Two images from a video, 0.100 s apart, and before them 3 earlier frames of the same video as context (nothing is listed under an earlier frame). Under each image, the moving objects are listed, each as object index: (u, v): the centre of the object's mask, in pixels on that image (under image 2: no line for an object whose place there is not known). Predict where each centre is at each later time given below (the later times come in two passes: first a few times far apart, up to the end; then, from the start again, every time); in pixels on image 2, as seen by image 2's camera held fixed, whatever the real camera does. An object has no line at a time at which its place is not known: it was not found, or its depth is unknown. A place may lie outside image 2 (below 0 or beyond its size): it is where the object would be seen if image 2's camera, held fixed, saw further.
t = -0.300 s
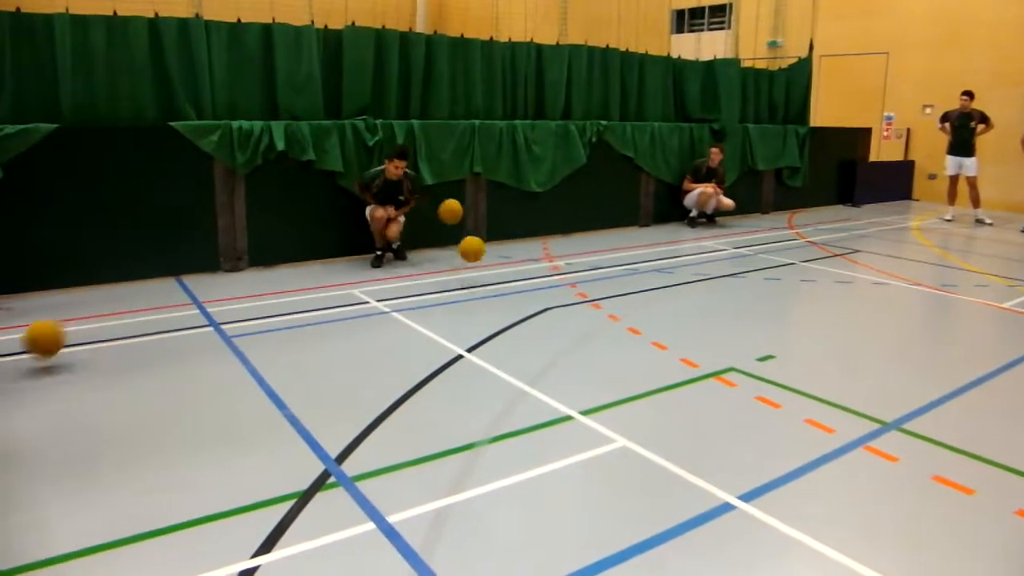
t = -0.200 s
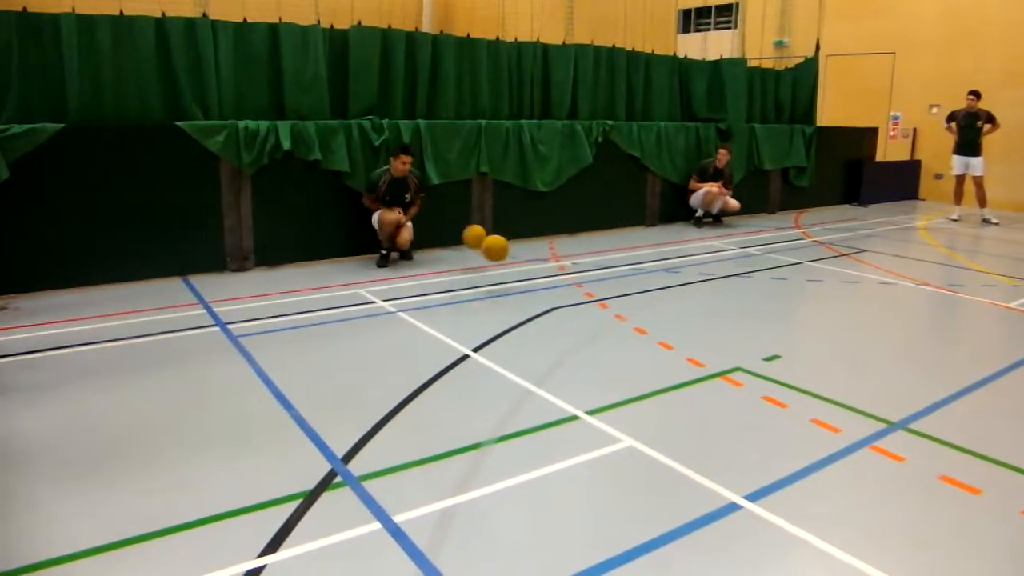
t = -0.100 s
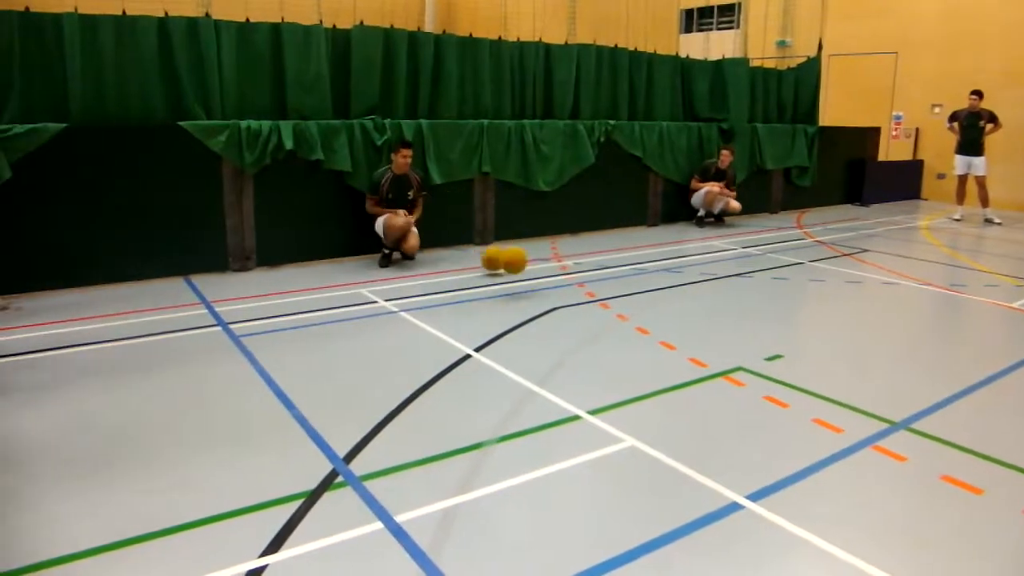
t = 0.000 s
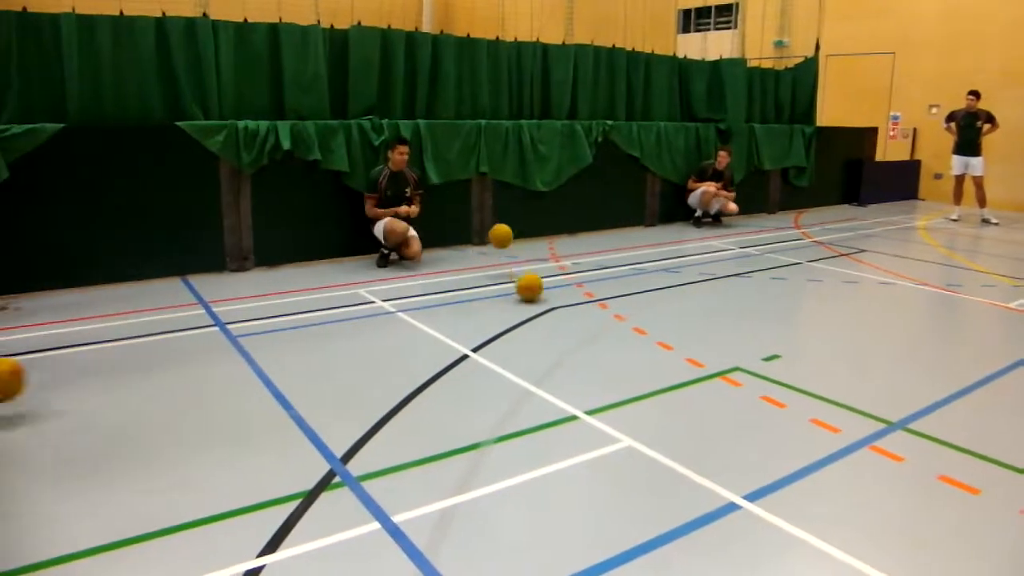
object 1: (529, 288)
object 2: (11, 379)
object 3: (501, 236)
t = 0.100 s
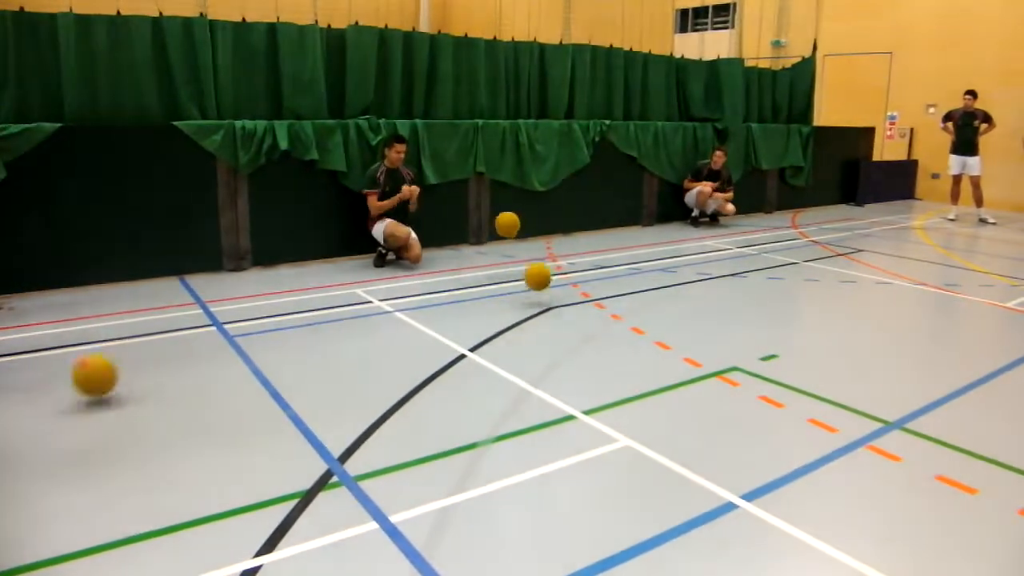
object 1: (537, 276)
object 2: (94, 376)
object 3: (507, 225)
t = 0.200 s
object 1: (549, 270)
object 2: (166, 353)
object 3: (516, 224)
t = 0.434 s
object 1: (572, 298)
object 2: (305, 343)
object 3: (537, 267)
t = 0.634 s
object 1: (594, 296)
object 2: (388, 341)
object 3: (554, 237)
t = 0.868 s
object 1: (620, 306)
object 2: (476, 325)
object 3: (575, 260)
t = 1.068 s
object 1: (643, 318)
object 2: (543, 315)
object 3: (594, 250)
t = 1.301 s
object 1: (673, 332)
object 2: (611, 308)
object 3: (617, 270)
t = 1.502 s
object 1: (698, 344)
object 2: (664, 302)
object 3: (637, 258)
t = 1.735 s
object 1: (732, 354)
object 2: (720, 297)
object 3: (660, 264)
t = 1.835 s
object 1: (746, 359)
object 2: (743, 295)
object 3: (669, 267)
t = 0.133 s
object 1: (541, 272)
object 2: (119, 366)
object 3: (510, 223)
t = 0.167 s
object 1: (545, 271)
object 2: (143, 358)
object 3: (513, 223)
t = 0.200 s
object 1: (549, 270)
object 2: (166, 353)
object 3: (516, 224)
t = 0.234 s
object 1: (552, 271)
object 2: (188, 350)
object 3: (518, 226)
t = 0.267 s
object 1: (556, 274)
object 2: (209, 349)
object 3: (522, 230)
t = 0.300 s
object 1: (559, 279)
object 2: (231, 349)
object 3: (525, 235)
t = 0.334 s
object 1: (562, 284)
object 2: (254, 352)
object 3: (528, 242)
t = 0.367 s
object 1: (565, 292)
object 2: (275, 357)
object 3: (531, 249)
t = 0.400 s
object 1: (569, 300)
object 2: (290, 350)
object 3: (534, 259)
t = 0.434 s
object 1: (572, 298)
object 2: (305, 343)
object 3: (537, 267)
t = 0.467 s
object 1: (576, 294)
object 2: (318, 337)
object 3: (540, 259)
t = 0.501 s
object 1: (580, 292)
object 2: (332, 334)
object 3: (543, 253)
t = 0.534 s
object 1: (583, 291)
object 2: (346, 332)
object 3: (546, 247)
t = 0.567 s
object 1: (587, 291)
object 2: (361, 333)
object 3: (549, 243)
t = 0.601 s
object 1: (590, 293)
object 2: (375, 336)
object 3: (552, 239)
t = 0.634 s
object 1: (594, 296)
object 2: (388, 341)
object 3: (554, 237)
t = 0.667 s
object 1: (596, 301)
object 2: (401, 335)
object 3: (557, 237)
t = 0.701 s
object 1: (600, 309)
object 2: (414, 329)
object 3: (560, 238)
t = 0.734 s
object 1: (604, 311)
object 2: (427, 325)
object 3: (563, 240)
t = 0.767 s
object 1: (609, 308)
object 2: (440, 324)
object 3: (566, 243)
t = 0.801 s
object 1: (613, 306)
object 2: (453, 325)
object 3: (569, 247)
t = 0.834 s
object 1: (616, 305)
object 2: (465, 328)
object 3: (571, 254)
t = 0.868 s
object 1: (620, 306)
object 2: (476, 325)
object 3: (575, 260)
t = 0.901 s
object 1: (624, 310)
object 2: (488, 321)
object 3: (578, 269)
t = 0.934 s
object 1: (627, 316)
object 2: (499, 317)
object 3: (581, 263)
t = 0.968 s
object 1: (631, 321)
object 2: (511, 316)
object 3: (584, 258)
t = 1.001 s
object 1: (635, 320)
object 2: (522, 317)
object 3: (588, 254)
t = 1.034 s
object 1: (639, 318)
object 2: (533, 319)
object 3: (591, 251)
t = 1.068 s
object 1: (643, 318)
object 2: (543, 315)
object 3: (594, 250)
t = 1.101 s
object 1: (647, 320)
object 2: (553, 312)
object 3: (598, 249)
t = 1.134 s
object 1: (652, 324)
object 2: (563, 310)
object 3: (601, 250)
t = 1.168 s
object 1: (656, 329)
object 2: (573, 310)
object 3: (604, 252)
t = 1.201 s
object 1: (660, 329)
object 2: (582, 312)
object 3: (608, 255)
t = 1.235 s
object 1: (665, 328)
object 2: (592, 310)
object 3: (611, 260)
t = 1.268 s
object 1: (669, 329)
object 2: (602, 309)
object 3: (614, 267)
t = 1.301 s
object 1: (673, 332)
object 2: (611, 308)
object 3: (617, 270)
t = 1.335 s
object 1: (676, 337)
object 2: (620, 308)
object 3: (620, 265)
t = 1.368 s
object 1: (680, 336)
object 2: (629, 306)
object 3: (624, 262)
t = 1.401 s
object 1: (685, 336)
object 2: (638, 305)
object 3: (627, 258)
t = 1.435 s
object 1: (689, 337)
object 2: (647, 304)
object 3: (630, 257)
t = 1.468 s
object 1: (694, 341)
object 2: (655, 303)
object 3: (634, 257)
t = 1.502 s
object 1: (698, 344)
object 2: (664, 302)
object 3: (637, 258)
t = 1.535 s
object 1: (703, 344)
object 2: (673, 301)
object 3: (640, 261)
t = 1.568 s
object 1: (708, 346)
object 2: (681, 300)
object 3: (643, 265)
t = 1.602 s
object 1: (712, 348)
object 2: (689, 300)
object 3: (646, 271)
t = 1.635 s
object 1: (717, 349)
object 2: (697, 299)
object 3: (649, 272)
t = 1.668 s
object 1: (722, 351)
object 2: (704, 298)
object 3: (653, 268)
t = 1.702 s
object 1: (727, 353)
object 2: (712, 297)
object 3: (656, 265)
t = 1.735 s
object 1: (732, 354)
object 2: (720, 297)
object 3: (660, 264)
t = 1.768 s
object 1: (736, 357)
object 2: (728, 296)
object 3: (662, 264)
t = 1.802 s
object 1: (741, 358)
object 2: (735, 295)
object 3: (666, 265)
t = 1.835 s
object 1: (746, 359)
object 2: (743, 295)
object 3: (669, 267)
